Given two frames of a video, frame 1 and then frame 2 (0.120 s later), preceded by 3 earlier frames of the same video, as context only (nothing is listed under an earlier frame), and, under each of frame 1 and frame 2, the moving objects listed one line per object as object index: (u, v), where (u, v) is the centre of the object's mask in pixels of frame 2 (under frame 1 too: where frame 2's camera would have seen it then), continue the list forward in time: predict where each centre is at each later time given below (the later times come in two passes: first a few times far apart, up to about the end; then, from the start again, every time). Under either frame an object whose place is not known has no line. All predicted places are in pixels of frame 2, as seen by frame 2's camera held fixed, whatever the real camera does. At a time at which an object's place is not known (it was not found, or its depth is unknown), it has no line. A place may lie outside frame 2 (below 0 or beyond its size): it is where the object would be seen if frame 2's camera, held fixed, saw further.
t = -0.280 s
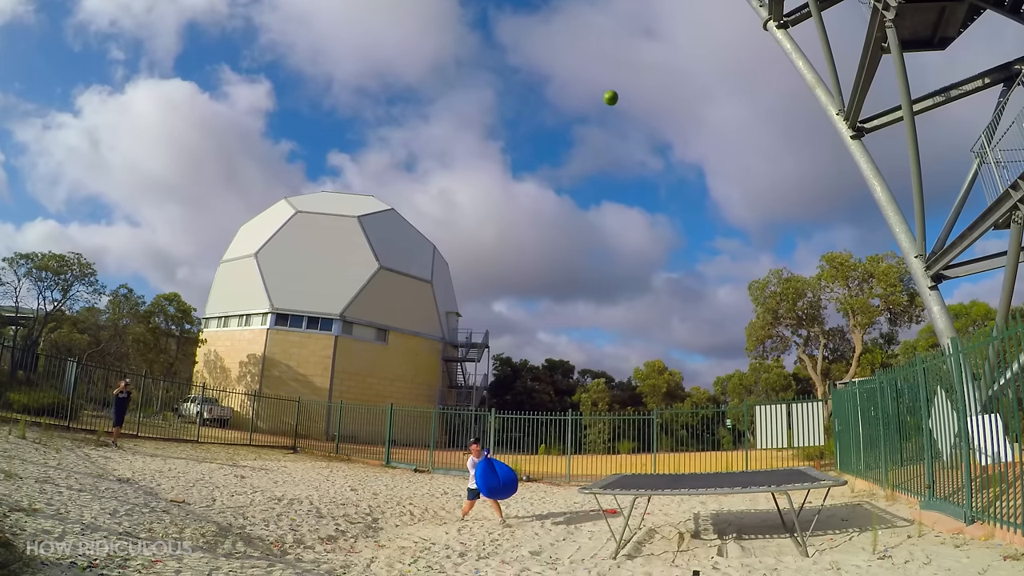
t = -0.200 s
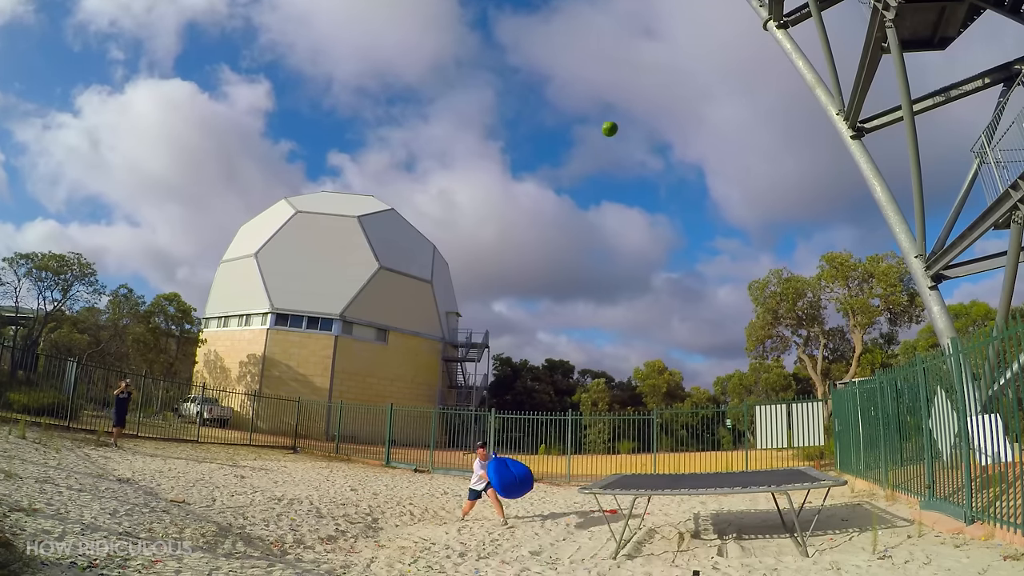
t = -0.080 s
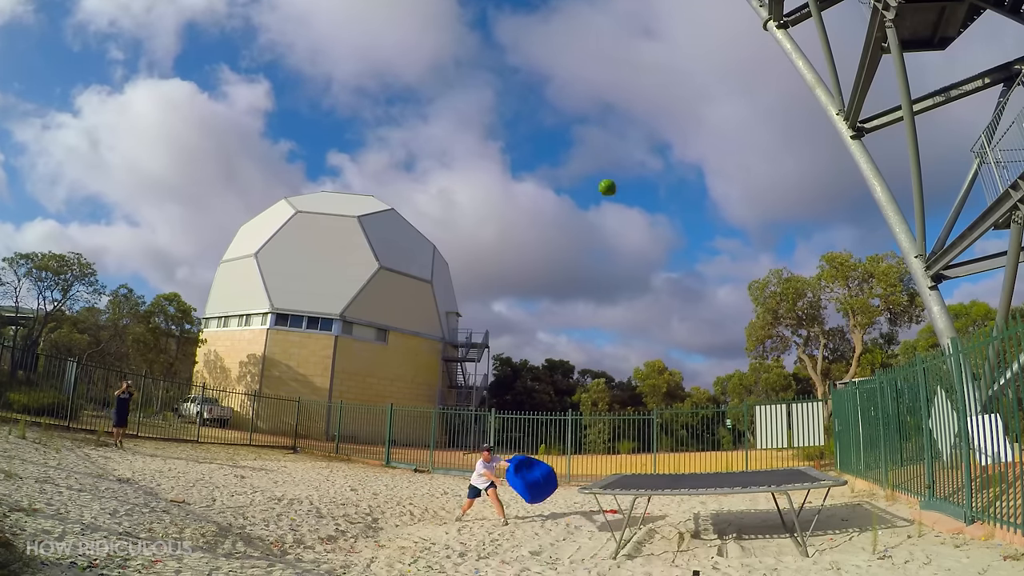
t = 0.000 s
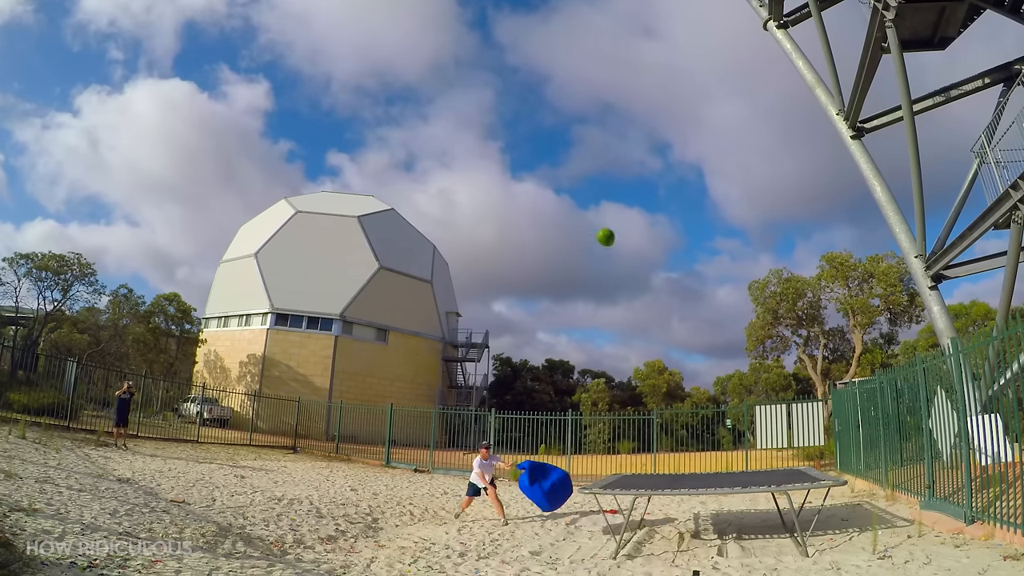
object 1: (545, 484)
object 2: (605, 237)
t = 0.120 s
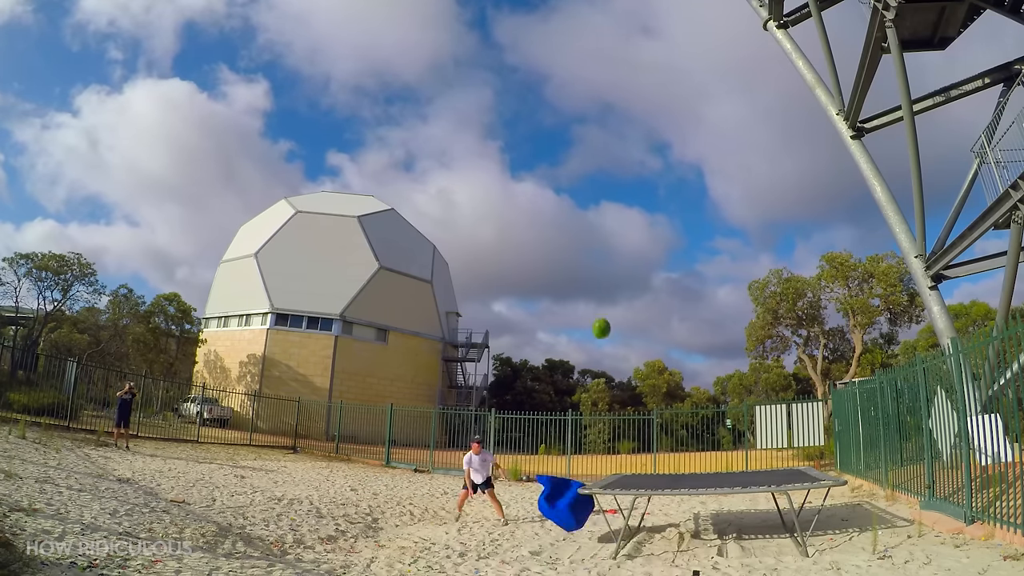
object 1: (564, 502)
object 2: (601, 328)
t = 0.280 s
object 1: (589, 535)
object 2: (591, 478)
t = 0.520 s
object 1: (582, 535)
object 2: (599, 535)
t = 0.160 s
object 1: (570, 510)
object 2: (599, 364)
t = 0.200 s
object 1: (578, 519)
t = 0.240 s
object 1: (583, 528)
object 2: (593, 440)
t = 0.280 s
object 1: (589, 535)
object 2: (591, 478)
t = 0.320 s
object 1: (593, 536)
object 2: (593, 488)
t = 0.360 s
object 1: (591, 537)
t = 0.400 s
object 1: (588, 536)
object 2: (597, 504)
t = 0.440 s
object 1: (585, 536)
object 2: (598, 513)
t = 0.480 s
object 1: (583, 536)
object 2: (599, 524)
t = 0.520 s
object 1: (582, 535)
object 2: (599, 535)
